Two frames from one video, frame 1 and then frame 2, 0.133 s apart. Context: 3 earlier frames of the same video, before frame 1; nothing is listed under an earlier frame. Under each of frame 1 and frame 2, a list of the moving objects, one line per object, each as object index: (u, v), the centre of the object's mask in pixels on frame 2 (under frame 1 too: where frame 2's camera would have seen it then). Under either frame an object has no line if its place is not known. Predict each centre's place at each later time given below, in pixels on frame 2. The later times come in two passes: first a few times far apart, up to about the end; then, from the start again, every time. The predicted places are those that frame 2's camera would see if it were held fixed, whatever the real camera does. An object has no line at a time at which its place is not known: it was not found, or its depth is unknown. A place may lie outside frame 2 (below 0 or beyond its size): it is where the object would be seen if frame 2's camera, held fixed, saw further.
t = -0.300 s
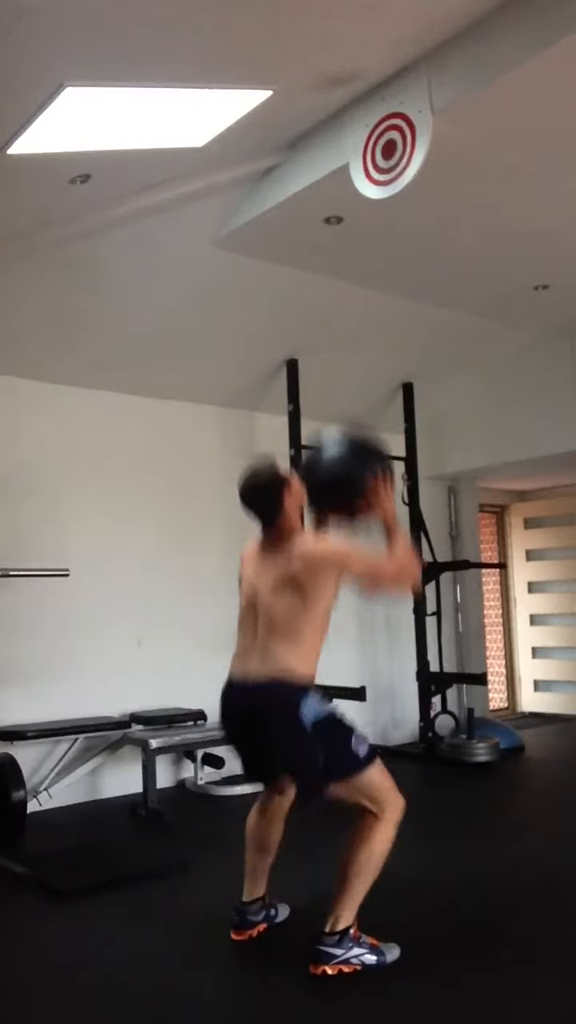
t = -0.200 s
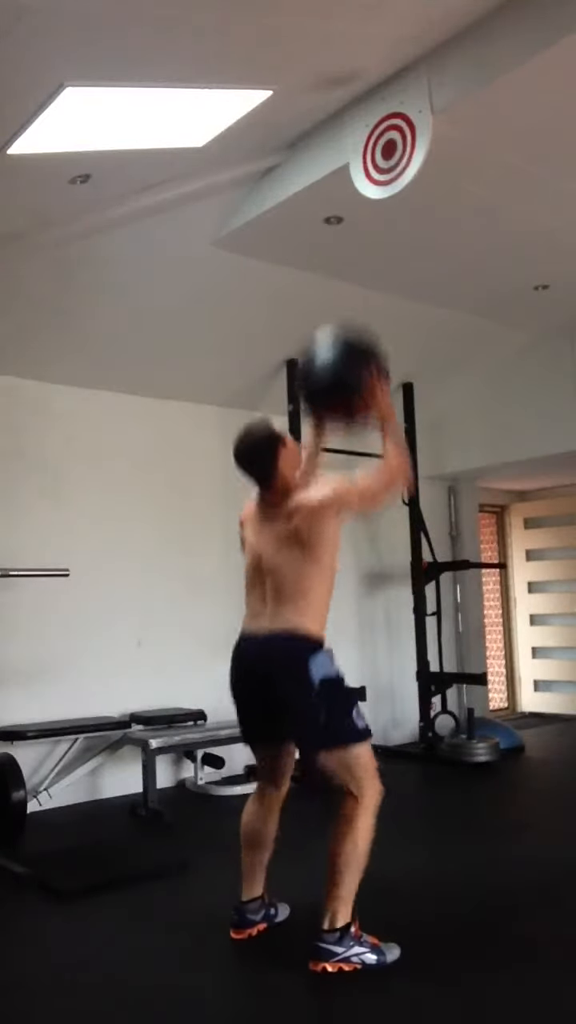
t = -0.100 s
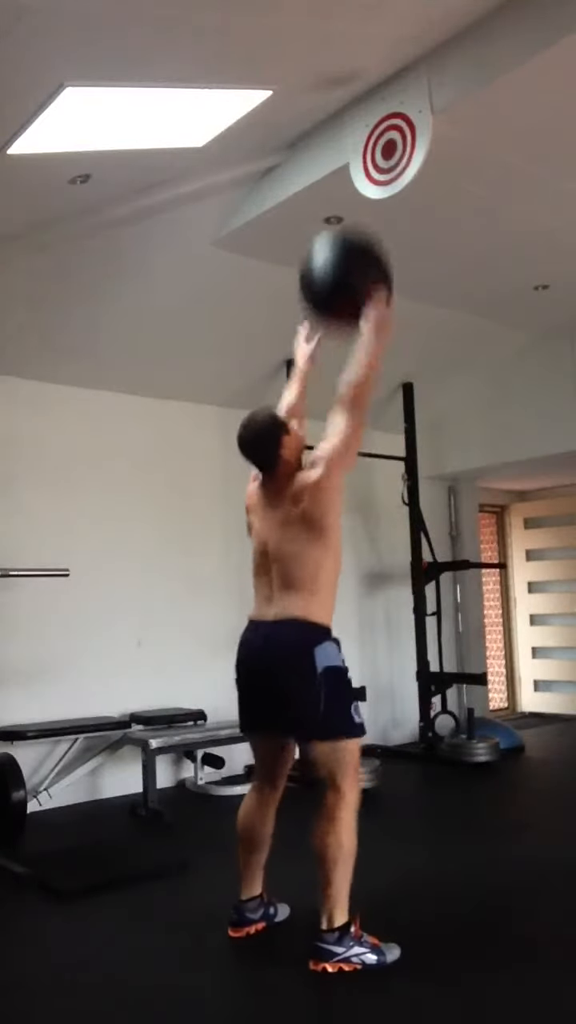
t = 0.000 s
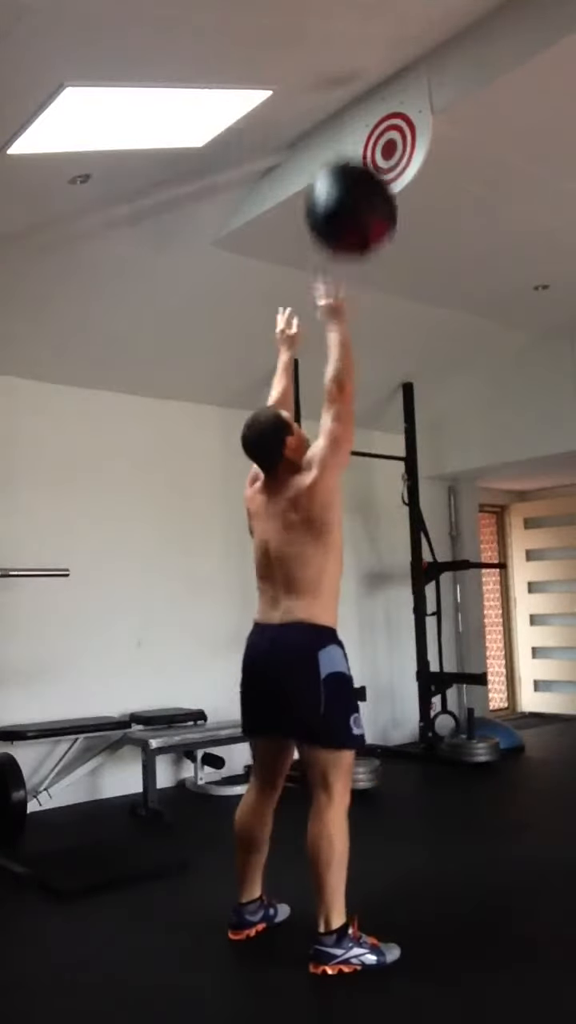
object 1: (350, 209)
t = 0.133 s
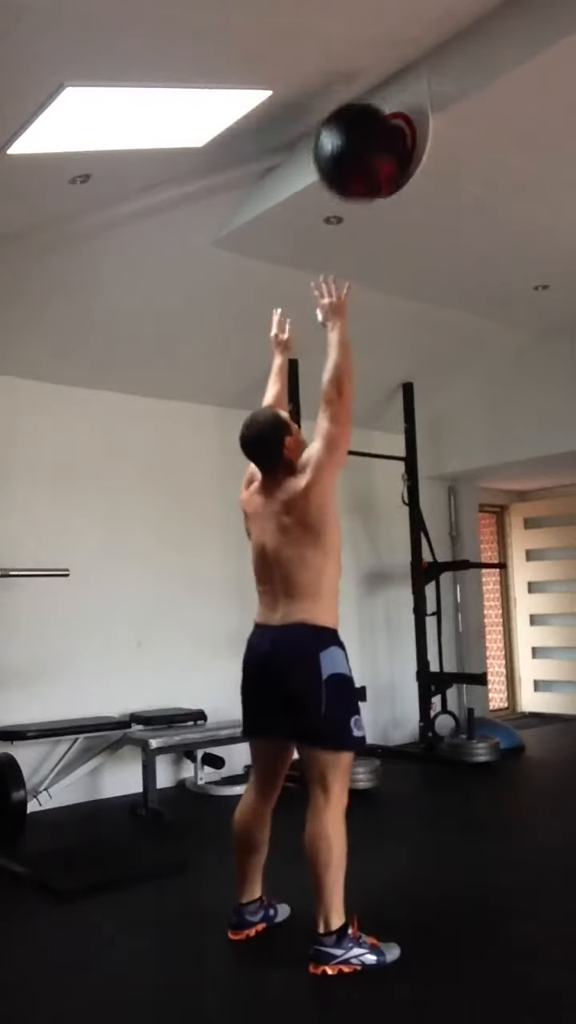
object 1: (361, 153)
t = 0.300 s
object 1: (355, 140)
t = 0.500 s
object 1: (333, 202)
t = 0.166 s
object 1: (365, 147)
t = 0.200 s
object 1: (362, 143)
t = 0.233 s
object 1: (360, 140)
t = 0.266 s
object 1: (357, 139)
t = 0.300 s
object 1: (355, 140)
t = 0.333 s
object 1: (357, 145)
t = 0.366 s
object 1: (343, 148)
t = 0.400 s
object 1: (339, 157)
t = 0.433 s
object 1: (338, 170)
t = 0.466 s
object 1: (335, 184)
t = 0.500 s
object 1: (333, 202)
